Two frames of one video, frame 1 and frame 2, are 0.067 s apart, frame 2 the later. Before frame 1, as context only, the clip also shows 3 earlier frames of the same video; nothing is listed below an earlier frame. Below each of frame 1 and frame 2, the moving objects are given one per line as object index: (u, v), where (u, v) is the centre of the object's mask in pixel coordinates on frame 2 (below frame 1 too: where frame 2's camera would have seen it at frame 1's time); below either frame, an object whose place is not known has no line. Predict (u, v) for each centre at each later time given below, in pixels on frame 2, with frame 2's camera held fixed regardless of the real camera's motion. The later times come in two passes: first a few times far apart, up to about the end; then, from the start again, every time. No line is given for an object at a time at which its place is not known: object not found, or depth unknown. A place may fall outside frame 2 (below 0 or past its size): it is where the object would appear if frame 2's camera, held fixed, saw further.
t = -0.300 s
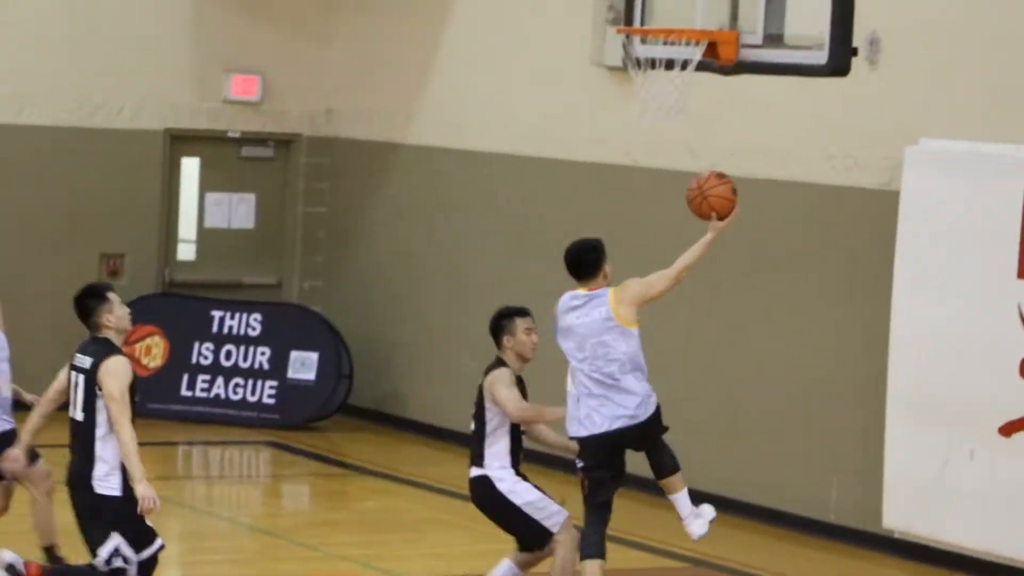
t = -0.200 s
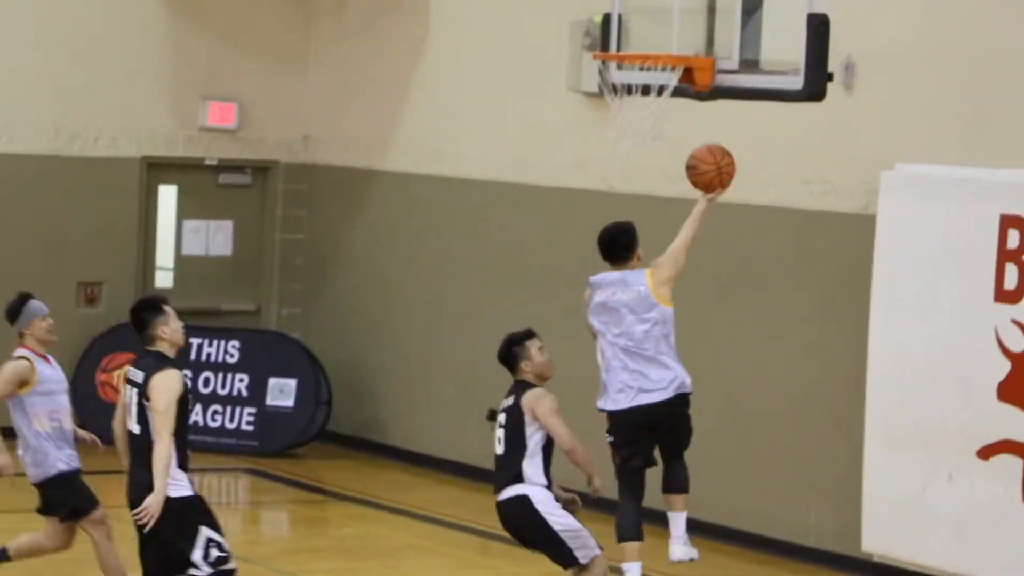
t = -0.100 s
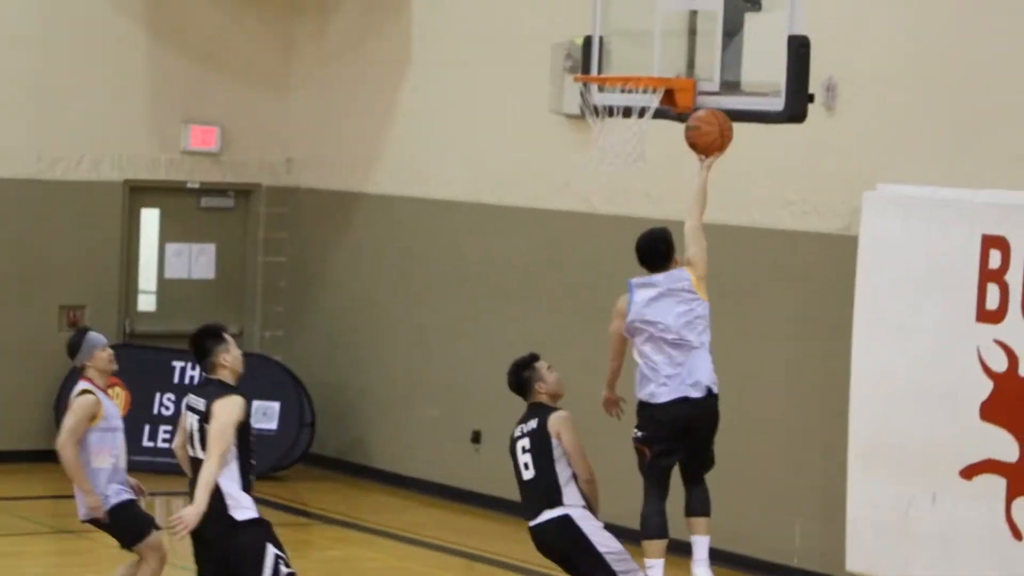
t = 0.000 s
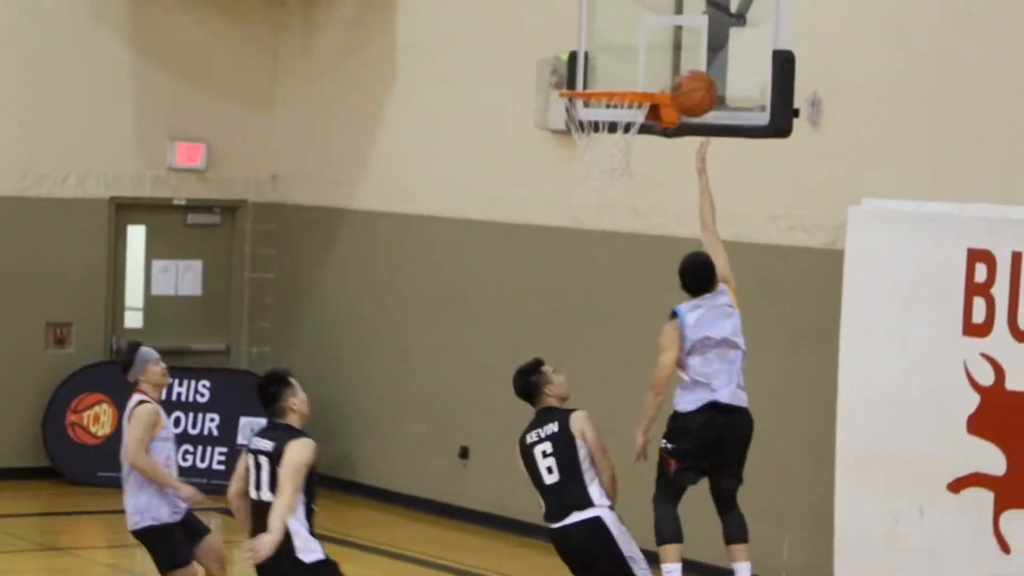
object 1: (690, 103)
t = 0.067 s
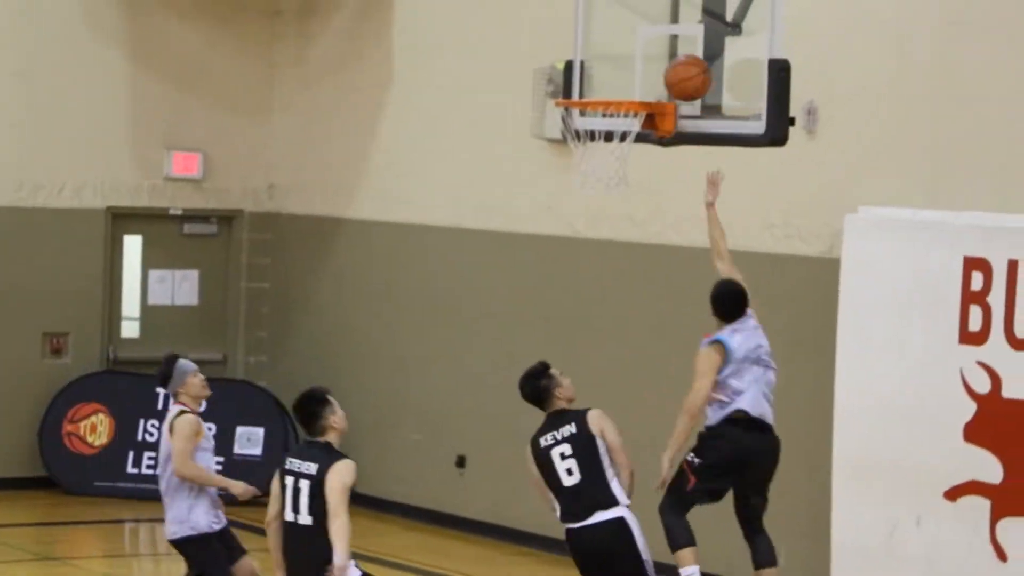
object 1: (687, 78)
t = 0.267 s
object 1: (643, 54)
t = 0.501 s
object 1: (585, 120)
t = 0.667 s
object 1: (607, 206)
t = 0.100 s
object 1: (686, 69)
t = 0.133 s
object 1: (684, 62)
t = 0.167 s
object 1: (673, 57)
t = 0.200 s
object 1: (663, 54)
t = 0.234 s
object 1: (653, 53)
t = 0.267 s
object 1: (643, 54)
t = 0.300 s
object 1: (632, 57)
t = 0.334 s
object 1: (621, 63)
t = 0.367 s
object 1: (611, 70)
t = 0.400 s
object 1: (600, 79)
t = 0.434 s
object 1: (589, 85)
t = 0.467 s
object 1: (579, 107)
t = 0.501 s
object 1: (585, 120)
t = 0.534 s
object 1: (589, 133)
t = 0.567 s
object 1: (593, 149)
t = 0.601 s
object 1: (598, 166)
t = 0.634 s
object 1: (603, 186)
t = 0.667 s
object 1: (607, 206)
